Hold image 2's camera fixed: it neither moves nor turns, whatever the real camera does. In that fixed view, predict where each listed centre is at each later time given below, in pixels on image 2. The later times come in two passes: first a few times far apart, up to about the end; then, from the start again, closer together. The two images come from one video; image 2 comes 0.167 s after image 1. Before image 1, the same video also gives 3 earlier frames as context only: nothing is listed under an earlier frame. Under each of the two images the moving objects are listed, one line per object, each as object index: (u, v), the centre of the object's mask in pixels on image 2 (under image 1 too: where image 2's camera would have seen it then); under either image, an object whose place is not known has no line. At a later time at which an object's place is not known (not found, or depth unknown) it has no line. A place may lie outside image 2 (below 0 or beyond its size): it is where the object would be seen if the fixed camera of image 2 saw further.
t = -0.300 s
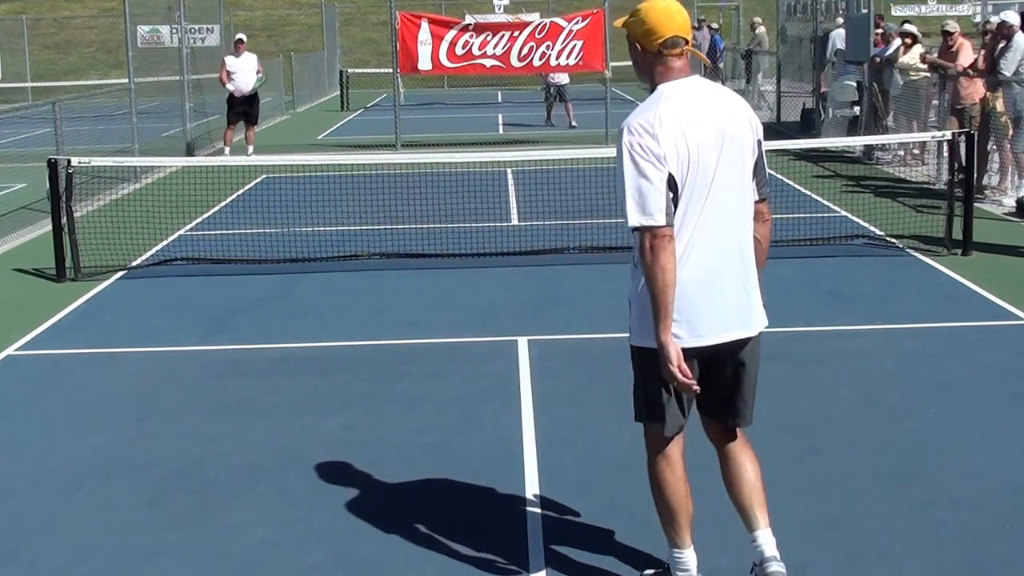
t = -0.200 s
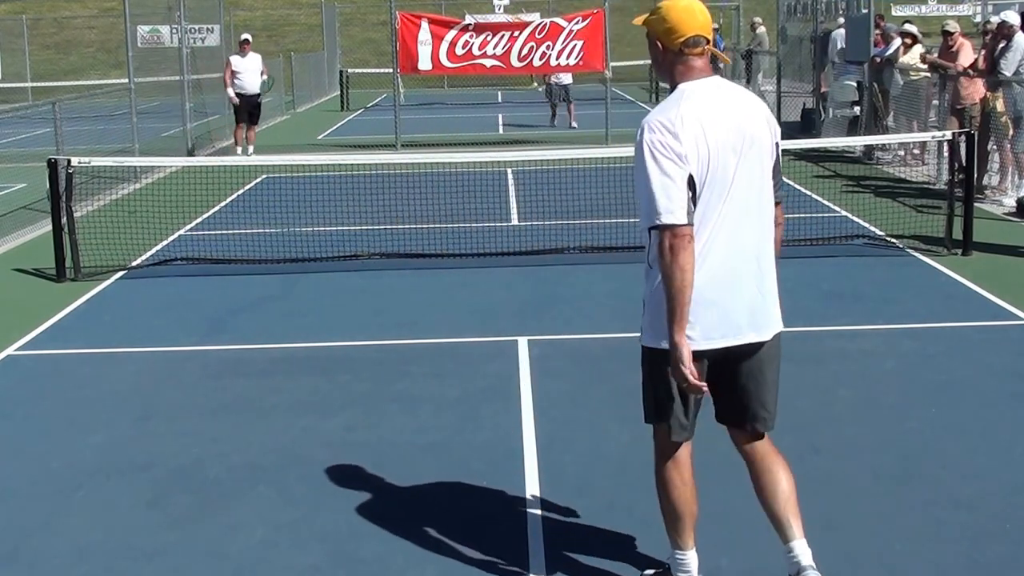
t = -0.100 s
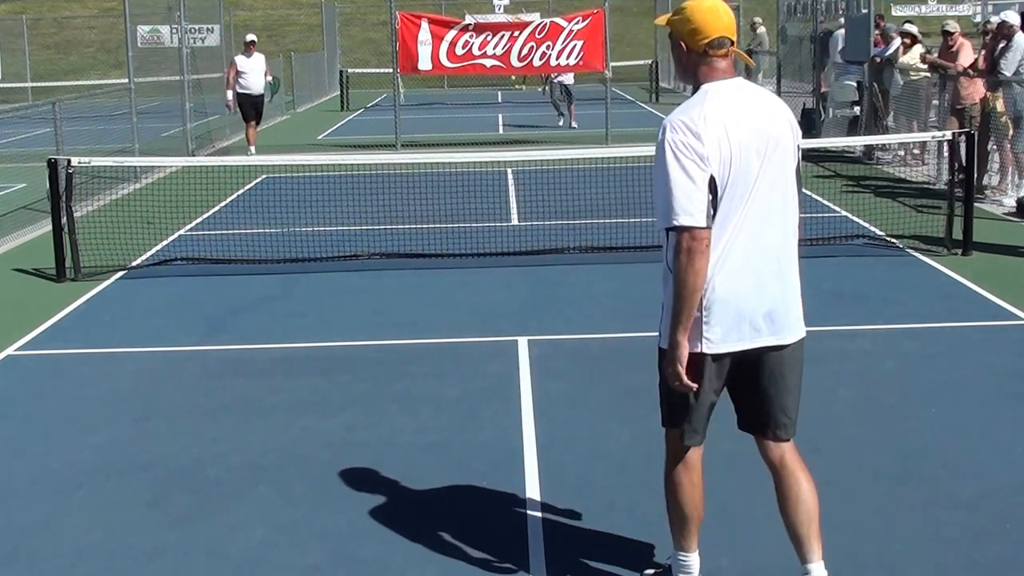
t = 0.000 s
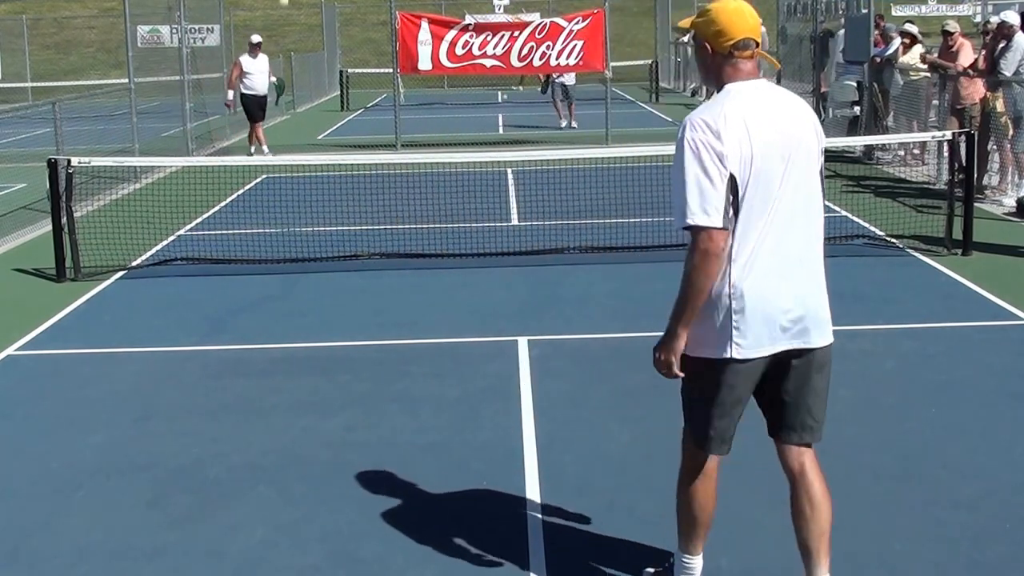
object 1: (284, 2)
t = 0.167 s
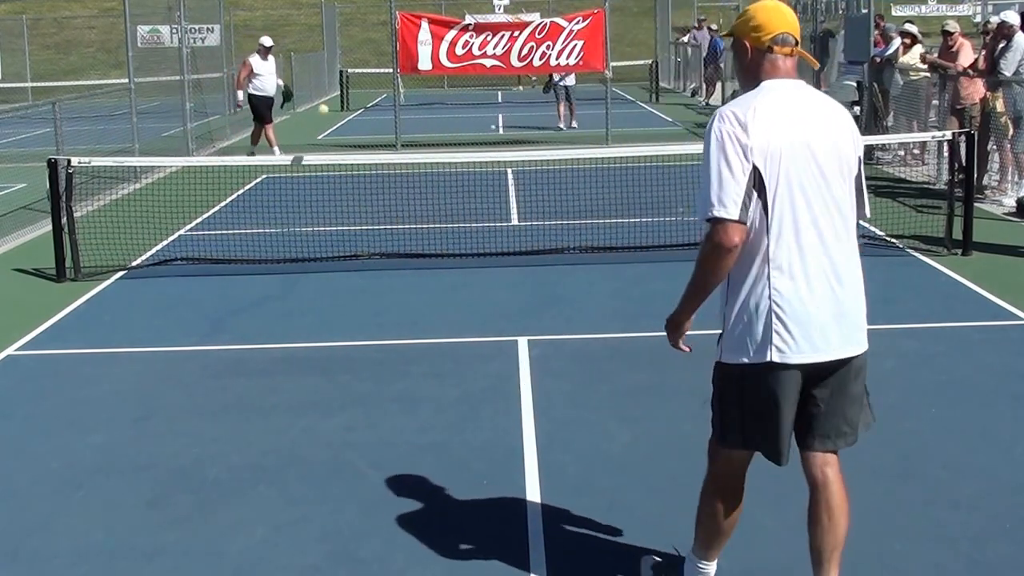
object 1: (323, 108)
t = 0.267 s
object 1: (351, 201)
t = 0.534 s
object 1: (404, 213)
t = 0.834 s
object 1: (465, 160)
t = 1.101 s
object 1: (541, 262)
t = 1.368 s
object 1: (631, 387)
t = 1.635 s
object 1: (735, 354)
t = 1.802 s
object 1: (817, 434)
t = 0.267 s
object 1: (351, 201)
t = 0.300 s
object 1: (361, 237)
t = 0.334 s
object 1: (372, 275)
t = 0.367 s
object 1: (381, 299)
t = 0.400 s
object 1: (385, 279)
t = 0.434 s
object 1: (389, 260)
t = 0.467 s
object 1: (394, 244)
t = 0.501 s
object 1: (399, 227)
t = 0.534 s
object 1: (404, 213)
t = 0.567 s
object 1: (410, 200)
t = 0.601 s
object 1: (415, 188)
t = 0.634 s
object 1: (422, 178)
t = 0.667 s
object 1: (428, 170)
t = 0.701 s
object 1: (435, 164)
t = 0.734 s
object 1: (442, 160)
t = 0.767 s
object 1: (448, 159)
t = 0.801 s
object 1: (457, 158)
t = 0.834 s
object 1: (465, 160)
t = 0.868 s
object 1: (474, 164)
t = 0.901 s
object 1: (482, 170)
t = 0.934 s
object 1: (491, 179)
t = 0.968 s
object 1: (500, 190)
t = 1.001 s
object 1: (510, 205)
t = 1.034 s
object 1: (520, 221)
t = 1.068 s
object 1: (531, 240)
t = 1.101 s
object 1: (541, 262)
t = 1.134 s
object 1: (552, 287)
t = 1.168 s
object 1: (564, 315)
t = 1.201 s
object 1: (575, 346)
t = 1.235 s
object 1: (587, 381)
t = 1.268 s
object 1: (599, 418)
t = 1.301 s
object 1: (610, 418)
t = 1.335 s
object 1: (620, 401)
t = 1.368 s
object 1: (631, 387)
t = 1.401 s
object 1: (642, 374)
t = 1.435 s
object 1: (654, 364)
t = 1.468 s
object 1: (666, 355)
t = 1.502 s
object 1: (679, 349)
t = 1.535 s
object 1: (692, 346)
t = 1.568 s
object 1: (706, 346)
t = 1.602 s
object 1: (720, 349)
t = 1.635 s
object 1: (735, 354)
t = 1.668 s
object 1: (750, 363)
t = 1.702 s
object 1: (766, 375)
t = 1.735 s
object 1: (783, 391)
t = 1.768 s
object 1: (800, 411)
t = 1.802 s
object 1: (817, 434)
